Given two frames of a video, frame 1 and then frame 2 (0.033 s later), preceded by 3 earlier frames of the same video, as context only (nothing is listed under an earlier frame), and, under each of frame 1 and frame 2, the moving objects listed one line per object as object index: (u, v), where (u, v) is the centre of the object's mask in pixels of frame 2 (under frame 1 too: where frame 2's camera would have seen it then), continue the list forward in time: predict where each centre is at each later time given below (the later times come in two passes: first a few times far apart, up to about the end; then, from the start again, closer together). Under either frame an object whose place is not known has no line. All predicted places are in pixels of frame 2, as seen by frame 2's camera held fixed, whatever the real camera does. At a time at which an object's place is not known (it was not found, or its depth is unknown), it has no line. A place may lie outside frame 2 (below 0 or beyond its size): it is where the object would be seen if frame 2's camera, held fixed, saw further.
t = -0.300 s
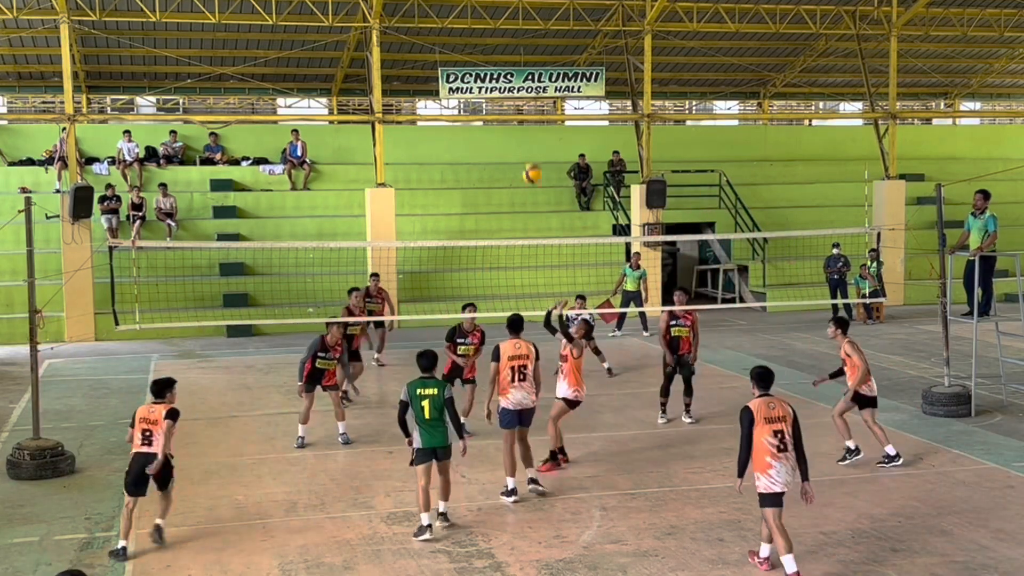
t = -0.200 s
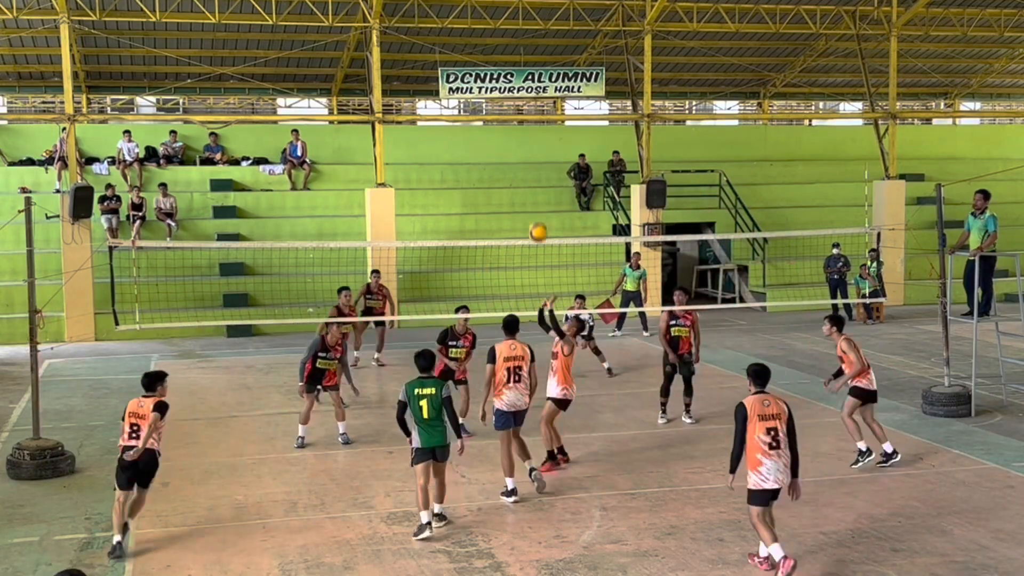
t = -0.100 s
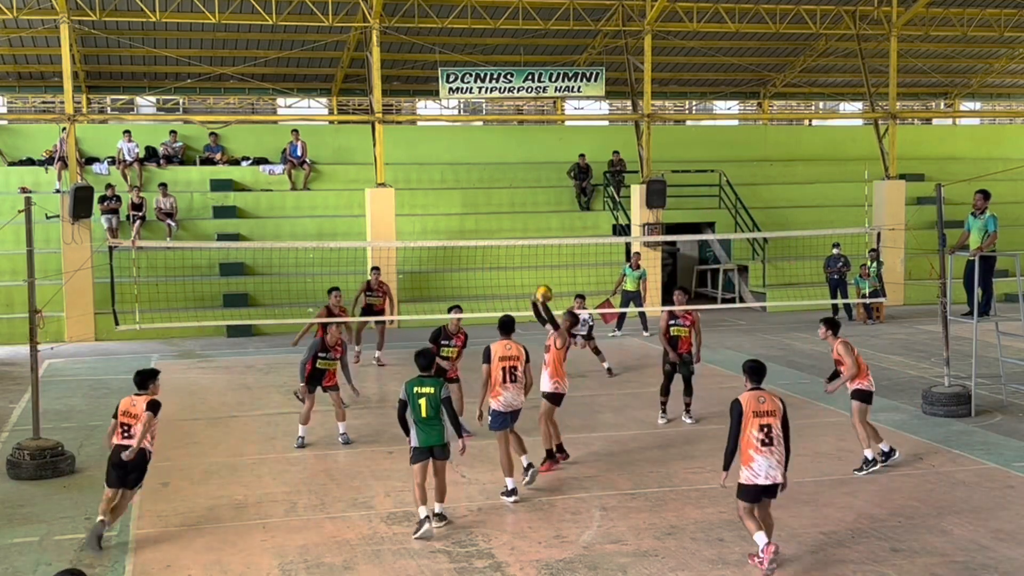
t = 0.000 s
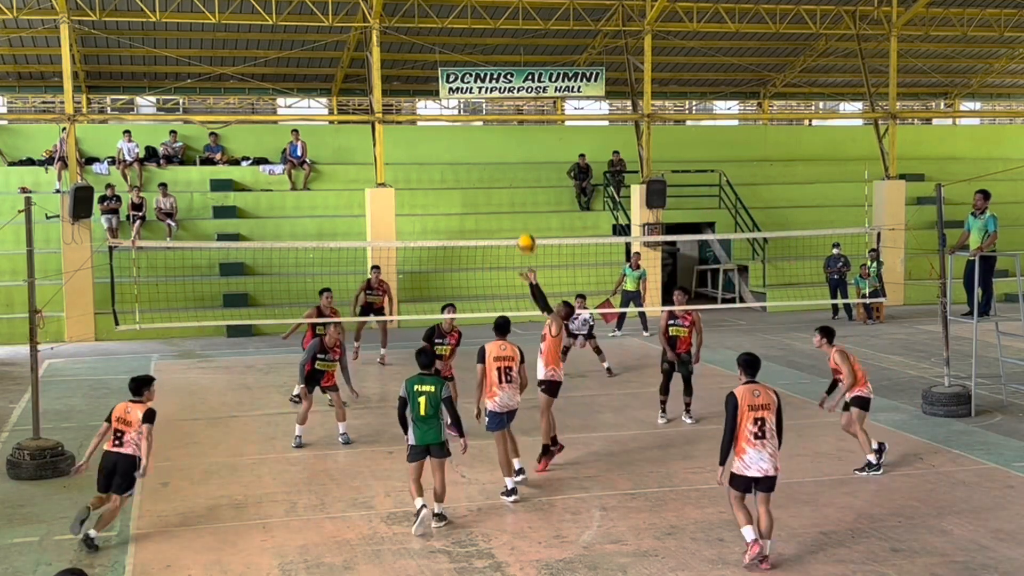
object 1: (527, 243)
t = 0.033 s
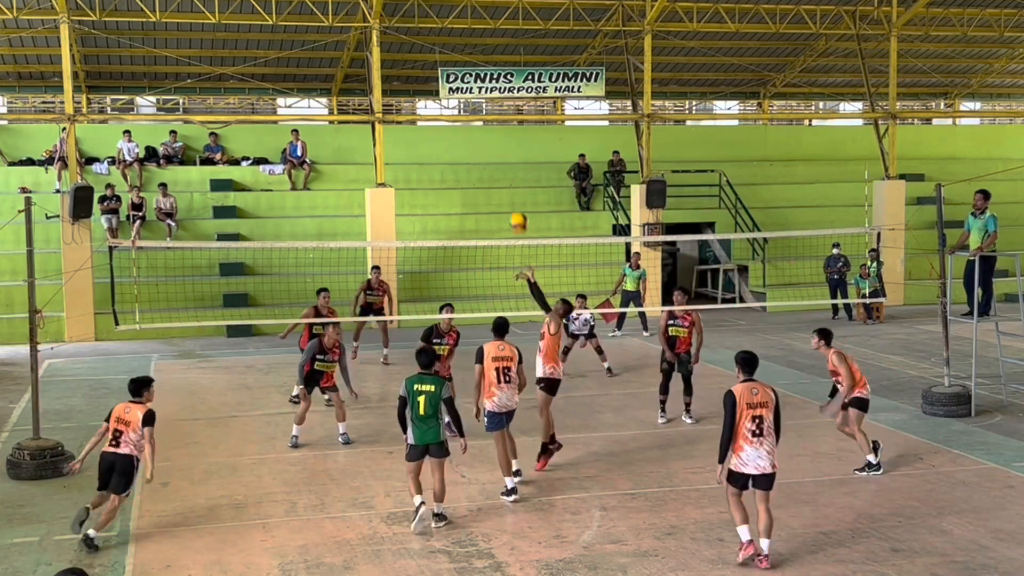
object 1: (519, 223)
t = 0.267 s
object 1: (464, 103)
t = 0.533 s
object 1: (400, 26)
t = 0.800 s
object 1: (342, 19)
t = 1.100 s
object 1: (280, 87)
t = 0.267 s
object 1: (464, 103)
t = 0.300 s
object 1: (456, 88)
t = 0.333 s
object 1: (447, 77)
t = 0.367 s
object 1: (440, 66)
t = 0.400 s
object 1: (432, 55)
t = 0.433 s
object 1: (424, 47)
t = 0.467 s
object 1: (416, 39)
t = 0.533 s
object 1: (400, 26)
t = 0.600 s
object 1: (386, 18)
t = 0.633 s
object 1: (378, 16)
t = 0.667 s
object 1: (371, 14)
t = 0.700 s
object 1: (363, 13)
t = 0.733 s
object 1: (356, 14)
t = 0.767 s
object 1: (348, 16)
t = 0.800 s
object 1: (342, 19)
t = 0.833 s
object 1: (335, 23)
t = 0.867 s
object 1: (327, 27)
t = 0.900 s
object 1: (320, 34)
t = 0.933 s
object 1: (314, 40)
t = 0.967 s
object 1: (307, 47)
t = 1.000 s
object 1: (300, 56)
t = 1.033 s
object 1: (293, 66)
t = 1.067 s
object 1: (287, 76)
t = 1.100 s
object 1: (280, 87)
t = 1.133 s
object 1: (275, 100)
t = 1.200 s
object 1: (262, 128)
